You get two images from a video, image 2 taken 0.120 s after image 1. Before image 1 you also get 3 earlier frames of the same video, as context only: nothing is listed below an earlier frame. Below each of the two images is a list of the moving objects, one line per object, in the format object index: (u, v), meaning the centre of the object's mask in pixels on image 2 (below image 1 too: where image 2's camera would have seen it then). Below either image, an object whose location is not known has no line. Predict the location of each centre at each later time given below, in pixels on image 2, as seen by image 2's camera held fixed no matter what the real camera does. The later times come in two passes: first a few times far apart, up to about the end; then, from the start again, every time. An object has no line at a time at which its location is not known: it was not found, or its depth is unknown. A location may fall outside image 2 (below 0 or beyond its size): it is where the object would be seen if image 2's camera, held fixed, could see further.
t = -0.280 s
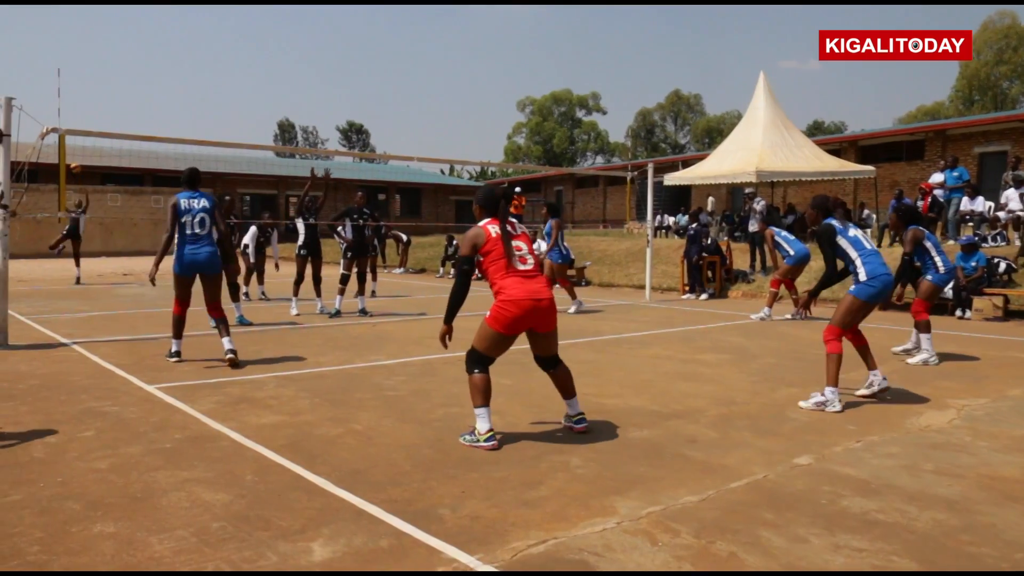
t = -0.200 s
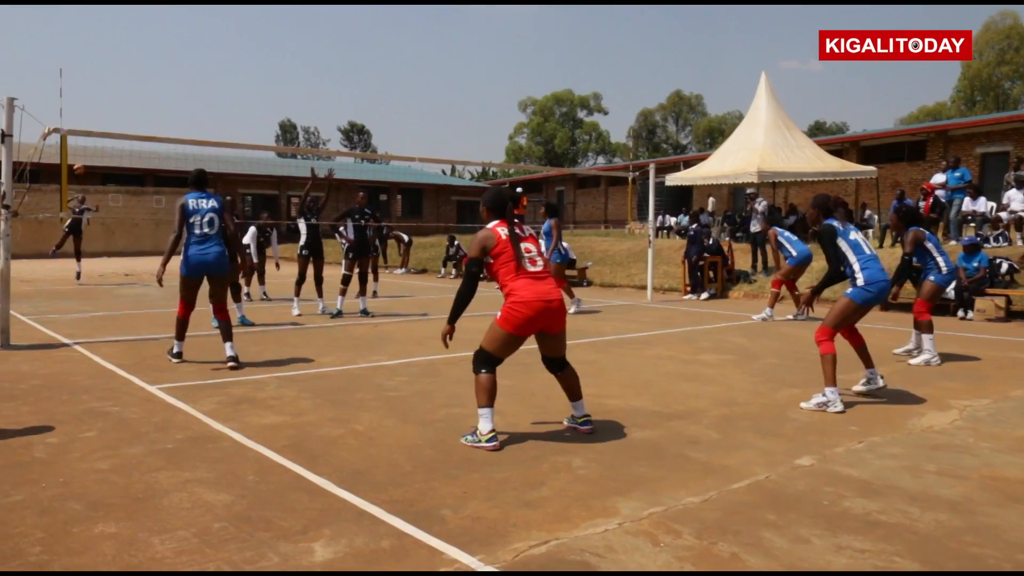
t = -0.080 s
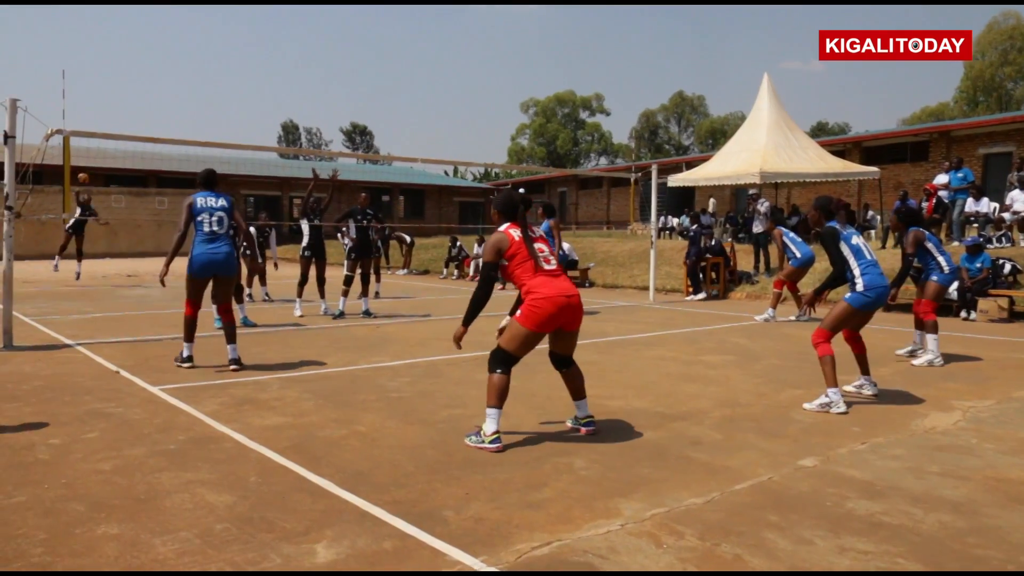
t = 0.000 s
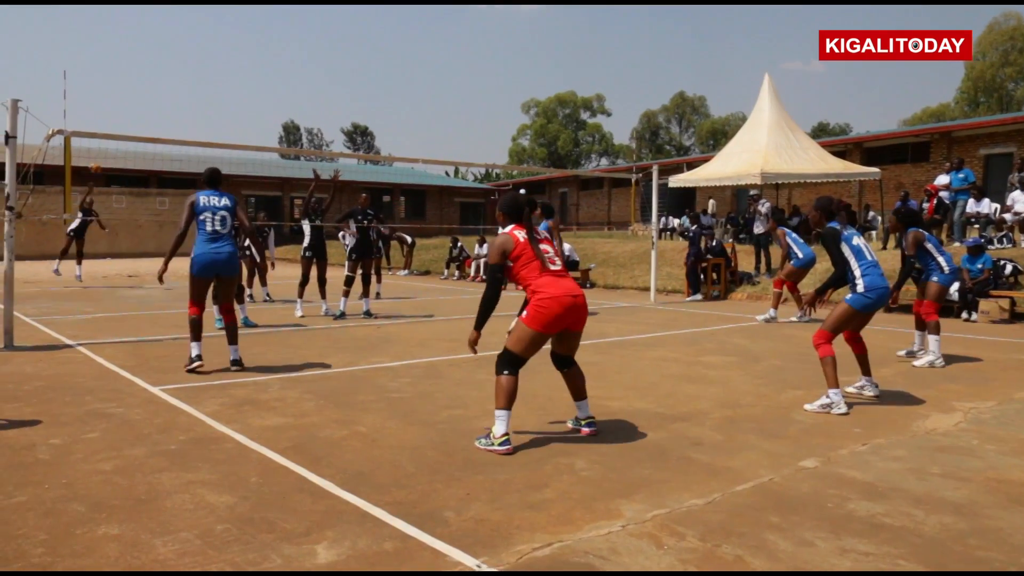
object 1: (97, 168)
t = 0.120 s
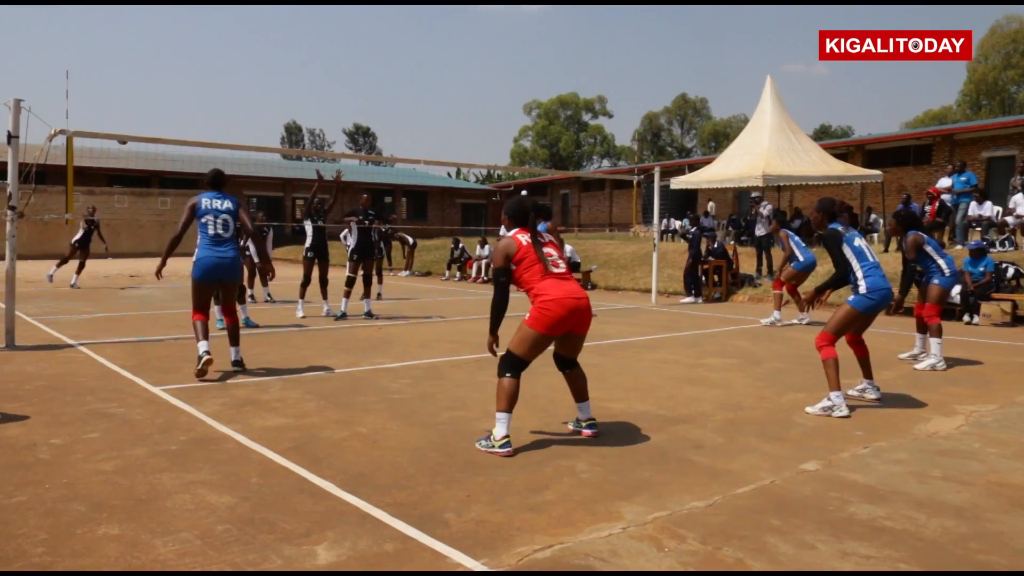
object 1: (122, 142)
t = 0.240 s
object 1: (150, 110)
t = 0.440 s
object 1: (208, 65)
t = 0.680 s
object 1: (315, 36)
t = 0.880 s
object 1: (458, 56)
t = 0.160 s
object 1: (132, 129)
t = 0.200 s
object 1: (141, 120)
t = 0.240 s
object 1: (150, 110)
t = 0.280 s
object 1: (160, 100)
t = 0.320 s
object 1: (171, 91)
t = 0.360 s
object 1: (182, 82)
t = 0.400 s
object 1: (194, 73)
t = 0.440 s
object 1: (208, 65)
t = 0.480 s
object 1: (222, 57)
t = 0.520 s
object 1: (238, 51)
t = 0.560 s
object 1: (255, 46)
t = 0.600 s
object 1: (273, 42)
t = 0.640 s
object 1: (293, 38)
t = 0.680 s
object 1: (315, 36)
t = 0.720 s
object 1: (338, 35)
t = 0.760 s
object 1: (365, 36)
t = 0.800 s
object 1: (393, 40)
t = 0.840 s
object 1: (423, 46)
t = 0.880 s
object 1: (458, 56)
